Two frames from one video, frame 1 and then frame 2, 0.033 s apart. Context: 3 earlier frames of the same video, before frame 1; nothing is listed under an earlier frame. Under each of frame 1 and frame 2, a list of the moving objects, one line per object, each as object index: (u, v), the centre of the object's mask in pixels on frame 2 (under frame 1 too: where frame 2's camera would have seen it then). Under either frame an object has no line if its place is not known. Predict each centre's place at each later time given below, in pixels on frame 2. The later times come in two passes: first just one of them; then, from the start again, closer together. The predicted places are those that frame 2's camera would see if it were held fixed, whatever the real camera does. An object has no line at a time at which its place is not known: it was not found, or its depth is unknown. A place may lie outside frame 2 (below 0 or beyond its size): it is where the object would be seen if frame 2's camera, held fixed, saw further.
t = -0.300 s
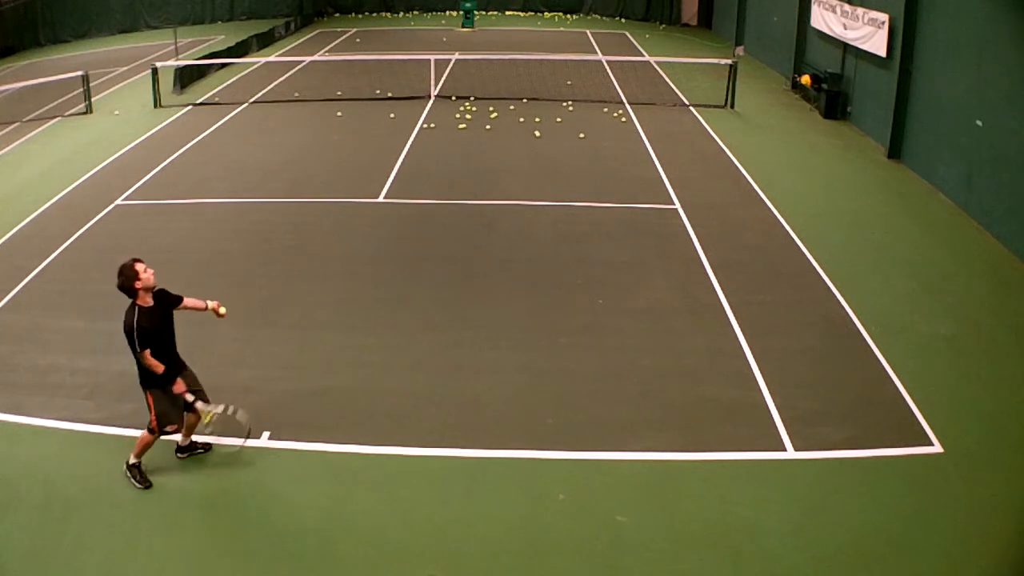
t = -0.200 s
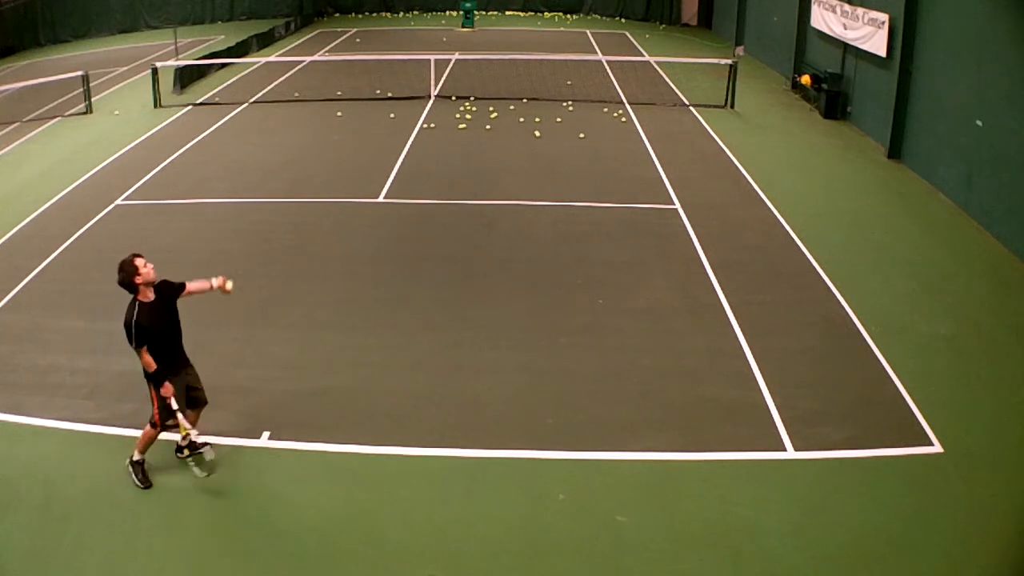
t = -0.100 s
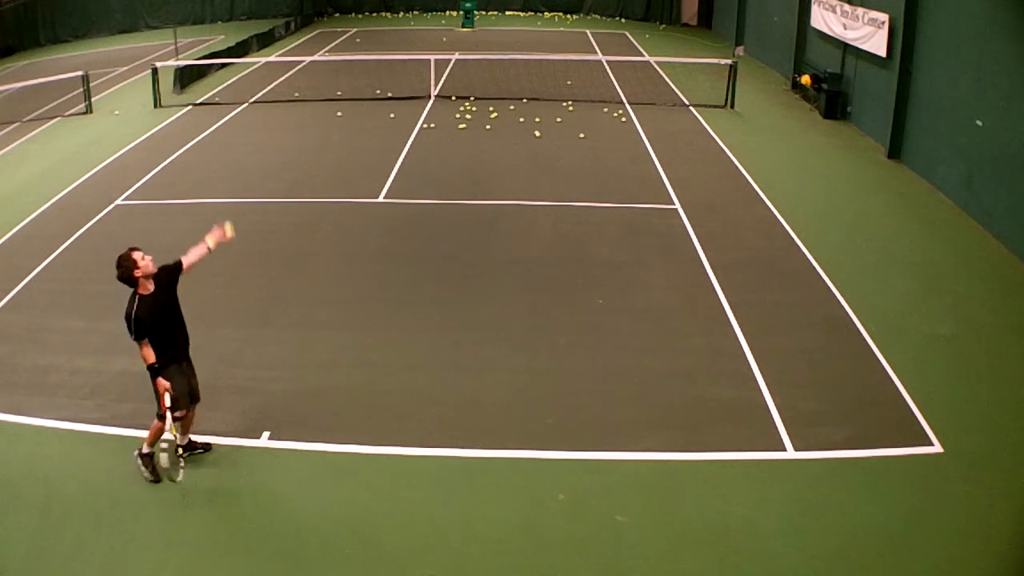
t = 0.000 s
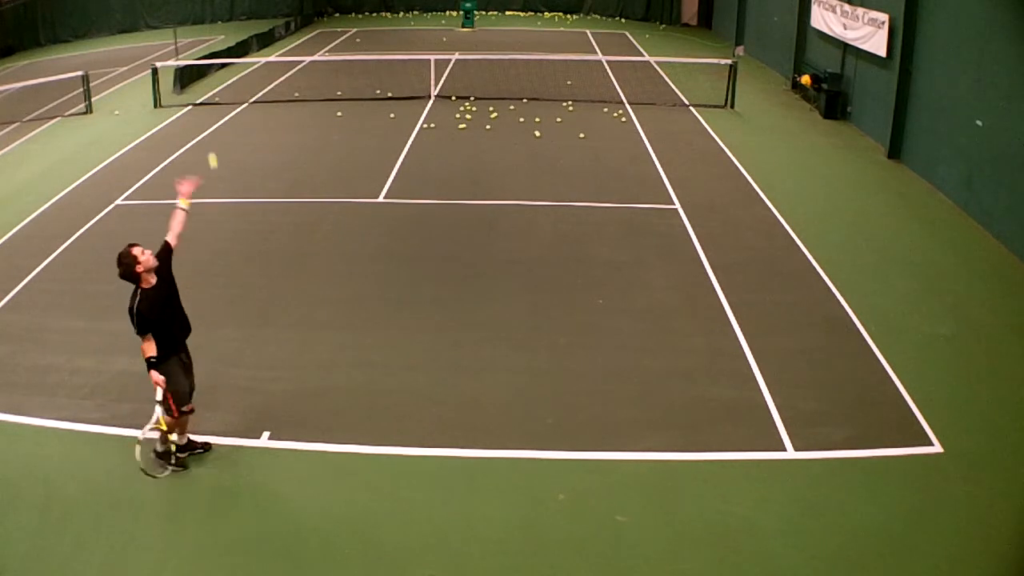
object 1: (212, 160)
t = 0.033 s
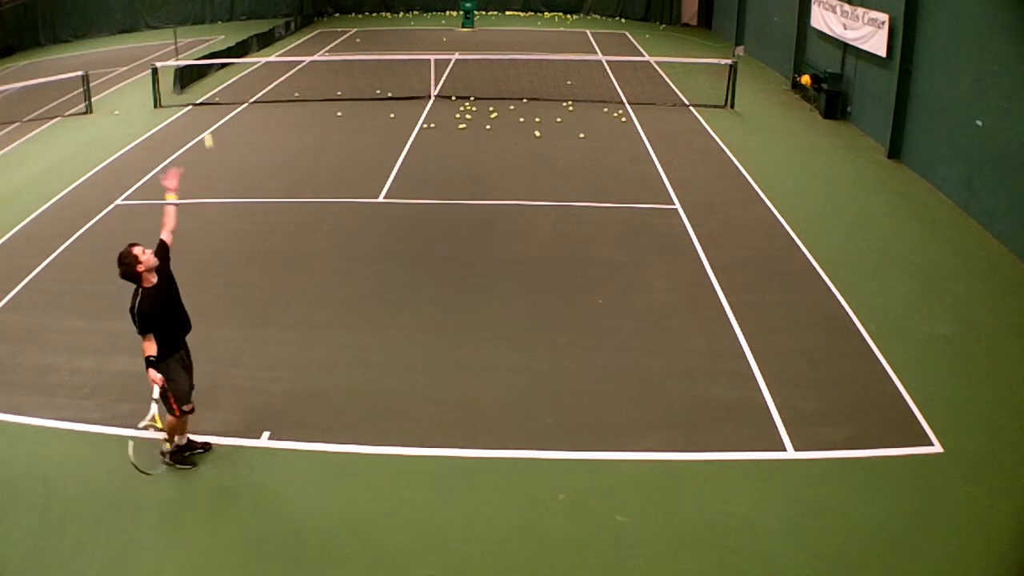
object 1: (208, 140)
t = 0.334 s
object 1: (174, 8)
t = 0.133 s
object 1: (194, 83)
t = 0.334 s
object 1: (174, 8)
